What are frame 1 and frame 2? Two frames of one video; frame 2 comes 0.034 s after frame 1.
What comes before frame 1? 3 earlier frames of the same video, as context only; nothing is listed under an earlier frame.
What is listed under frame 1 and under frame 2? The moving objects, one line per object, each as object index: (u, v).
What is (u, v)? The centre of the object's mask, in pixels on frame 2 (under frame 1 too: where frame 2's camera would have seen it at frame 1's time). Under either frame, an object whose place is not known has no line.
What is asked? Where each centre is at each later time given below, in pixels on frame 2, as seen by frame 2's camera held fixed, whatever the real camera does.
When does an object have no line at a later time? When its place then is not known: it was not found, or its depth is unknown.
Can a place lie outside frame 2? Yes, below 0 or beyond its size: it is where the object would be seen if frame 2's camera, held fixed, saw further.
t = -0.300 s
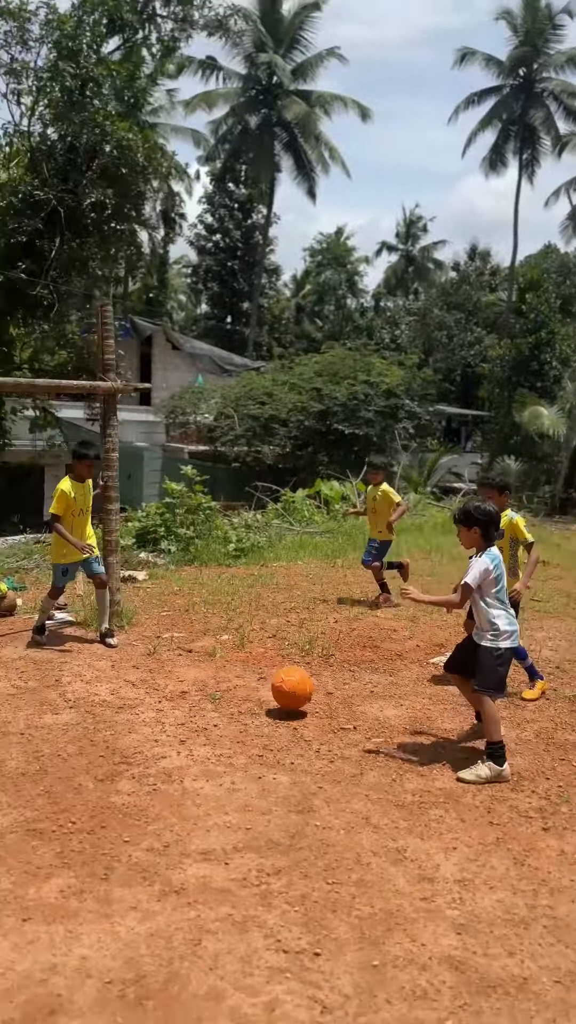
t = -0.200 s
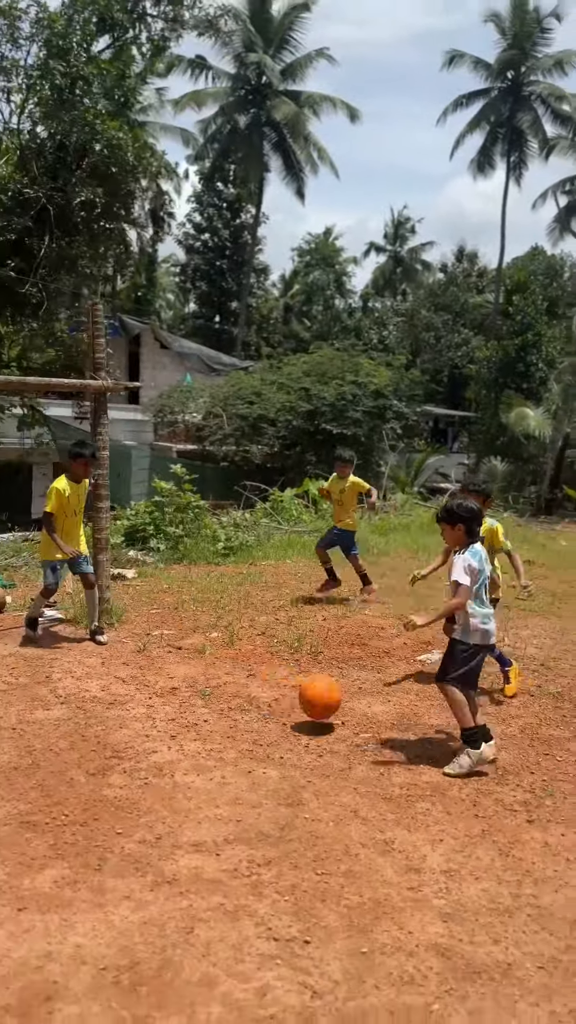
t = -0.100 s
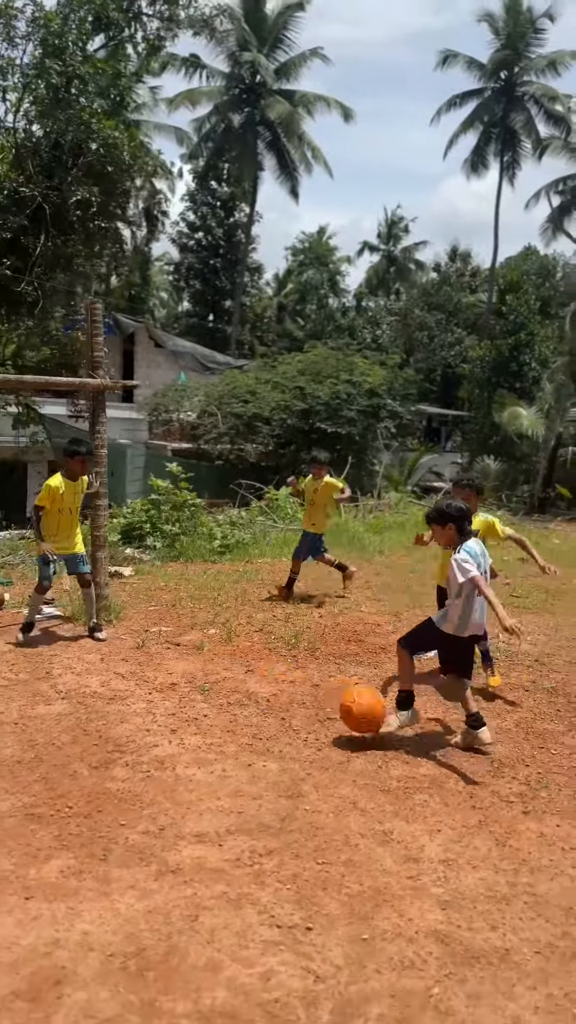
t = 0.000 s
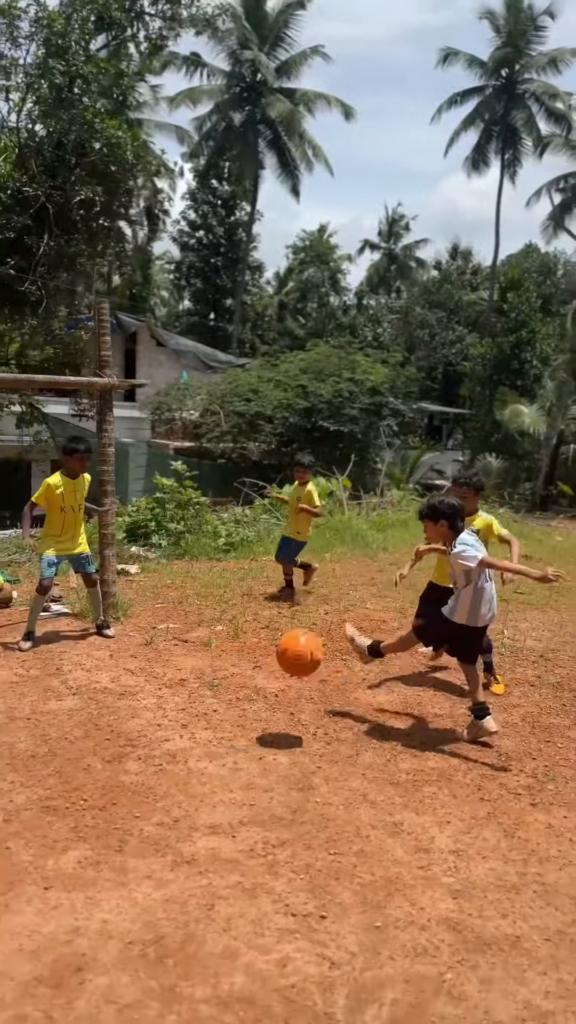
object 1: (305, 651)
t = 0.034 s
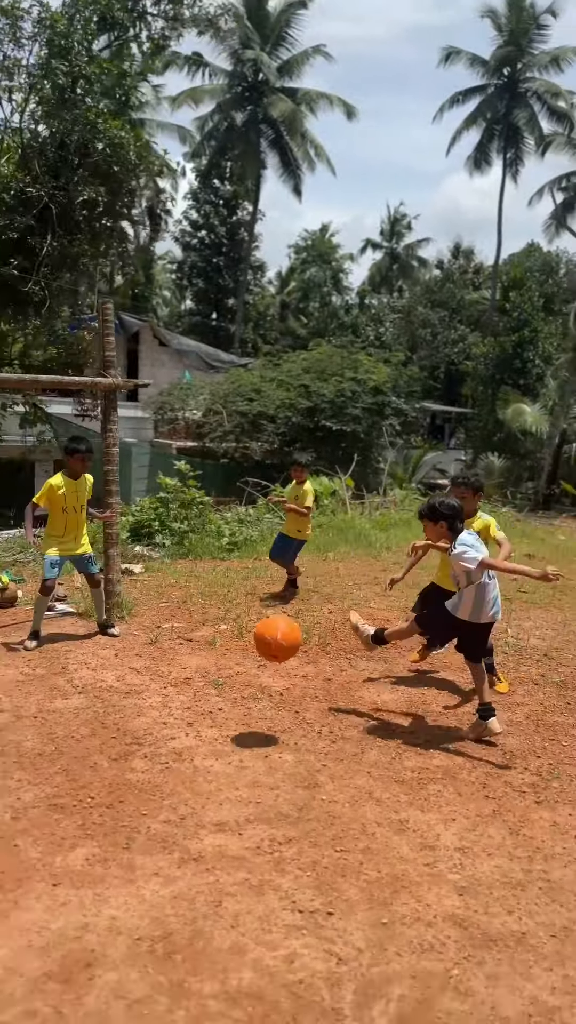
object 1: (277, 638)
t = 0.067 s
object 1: (250, 626)
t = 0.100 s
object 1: (222, 615)
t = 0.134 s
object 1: (195, 609)
